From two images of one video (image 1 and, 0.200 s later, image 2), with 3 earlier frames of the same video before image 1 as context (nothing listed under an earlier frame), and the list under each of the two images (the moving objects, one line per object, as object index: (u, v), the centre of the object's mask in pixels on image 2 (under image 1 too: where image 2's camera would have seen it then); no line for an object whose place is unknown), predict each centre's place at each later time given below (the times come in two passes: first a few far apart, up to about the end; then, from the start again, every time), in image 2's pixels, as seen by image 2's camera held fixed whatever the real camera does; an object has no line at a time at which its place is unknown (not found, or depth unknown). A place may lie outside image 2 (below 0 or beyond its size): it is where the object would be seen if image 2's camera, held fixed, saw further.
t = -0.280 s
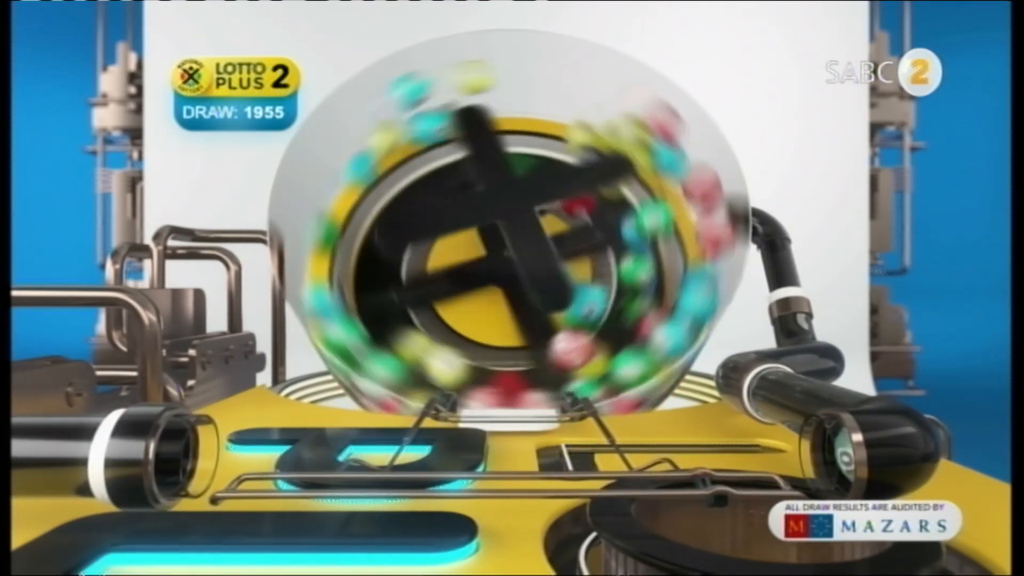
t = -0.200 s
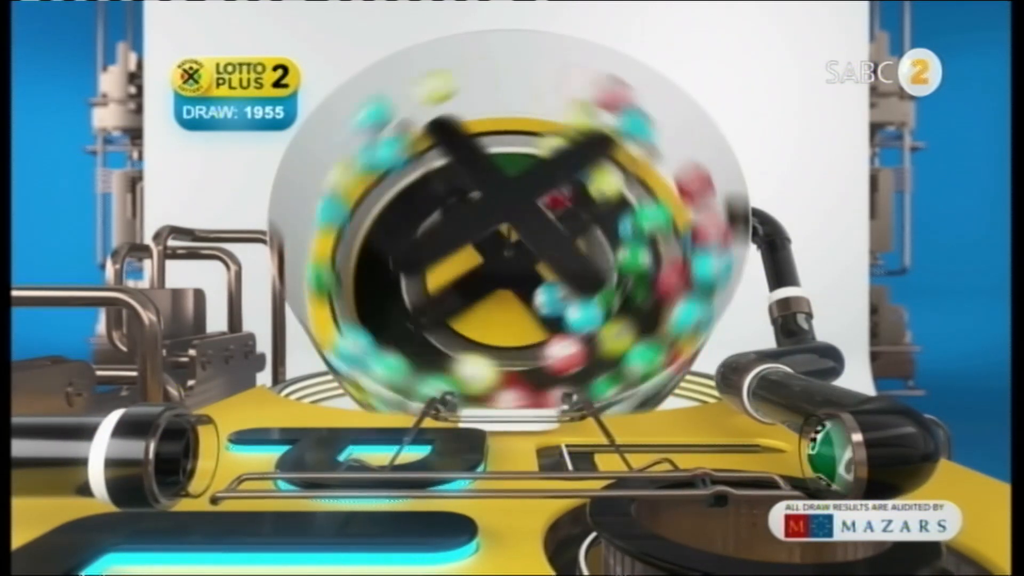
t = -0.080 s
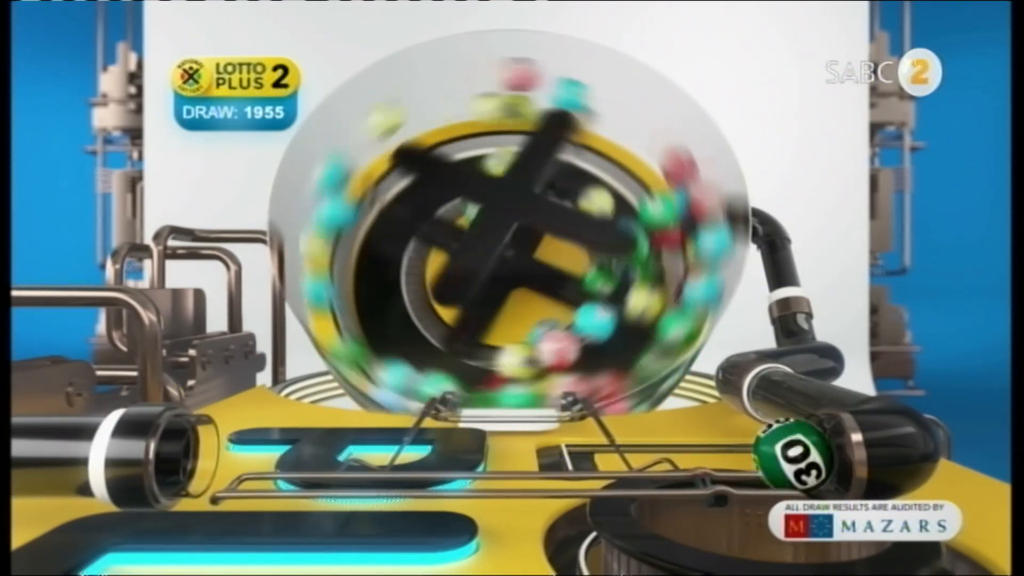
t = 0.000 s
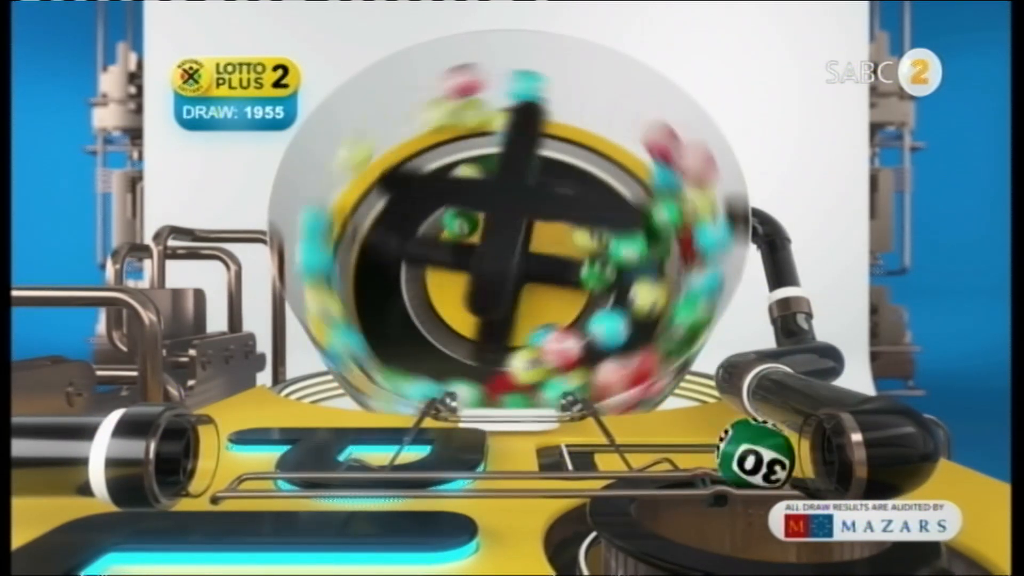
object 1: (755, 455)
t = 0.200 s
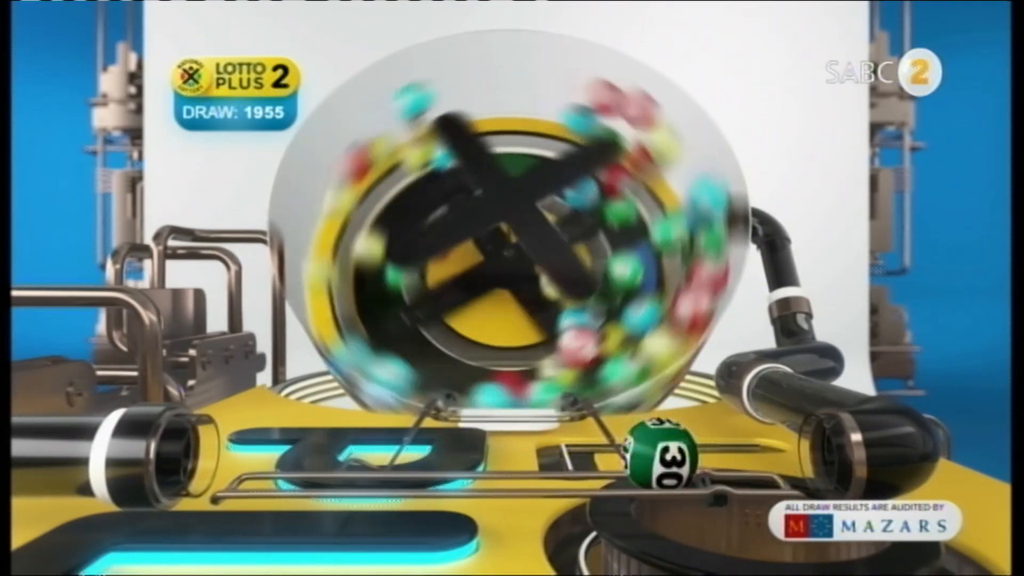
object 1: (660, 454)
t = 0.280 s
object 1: (622, 454)
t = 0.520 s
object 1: (511, 454)
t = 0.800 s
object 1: (399, 454)
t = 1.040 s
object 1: (322, 454)
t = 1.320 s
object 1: (264, 454)
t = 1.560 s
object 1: (251, 454)
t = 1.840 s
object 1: (251, 454)
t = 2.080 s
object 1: (251, 454)
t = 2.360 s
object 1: (251, 453)
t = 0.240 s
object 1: (641, 454)
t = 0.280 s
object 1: (622, 454)
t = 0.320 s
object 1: (602, 454)
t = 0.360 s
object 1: (584, 454)
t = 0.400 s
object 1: (565, 454)
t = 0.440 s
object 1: (547, 454)
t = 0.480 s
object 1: (529, 454)
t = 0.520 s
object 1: (511, 454)
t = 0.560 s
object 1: (493, 454)
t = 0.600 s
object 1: (477, 455)
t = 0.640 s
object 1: (460, 454)
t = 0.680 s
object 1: (444, 454)
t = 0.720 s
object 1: (428, 454)
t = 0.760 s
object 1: (414, 454)
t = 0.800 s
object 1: (399, 454)
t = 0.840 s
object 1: (384, 454)
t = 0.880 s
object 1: (371, 454)
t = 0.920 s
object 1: (357, 454)
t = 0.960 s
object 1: (345, 454)
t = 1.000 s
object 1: (333, 454)
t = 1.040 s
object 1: (322, 454)
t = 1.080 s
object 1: (311, 454)
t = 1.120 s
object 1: (302, 454)
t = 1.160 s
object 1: (293, 454)
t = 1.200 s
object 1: (284, 453)
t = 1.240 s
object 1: (276, 454)
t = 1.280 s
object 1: (270, 454)
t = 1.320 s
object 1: (264, 454)
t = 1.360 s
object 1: (260, 454)
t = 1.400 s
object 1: (256, 454)
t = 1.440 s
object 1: (253, 454)
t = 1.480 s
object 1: (251, 454)
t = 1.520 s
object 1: (251, 454)
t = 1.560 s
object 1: (251, 454)
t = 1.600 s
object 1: (251, 454)
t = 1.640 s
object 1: (251, 454)
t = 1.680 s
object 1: (251, 454)
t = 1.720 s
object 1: (251, 454)
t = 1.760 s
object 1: (251, 454)
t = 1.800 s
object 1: (251, 454)
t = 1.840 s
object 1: (251, 454)
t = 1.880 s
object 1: (251, 454)
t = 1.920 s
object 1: (251, 454)
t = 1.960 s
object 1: (251, 453)
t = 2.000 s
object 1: (251, 454)
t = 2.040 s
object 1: (251, 454)
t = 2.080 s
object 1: (251, 454)
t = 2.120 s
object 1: (251, 453)
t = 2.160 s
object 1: (251, 454)
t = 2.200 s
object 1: (251, 453)
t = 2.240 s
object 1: (251, 453)
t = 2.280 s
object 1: (251, 453)
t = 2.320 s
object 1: (251, 453)
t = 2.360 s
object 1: (251, 453)
